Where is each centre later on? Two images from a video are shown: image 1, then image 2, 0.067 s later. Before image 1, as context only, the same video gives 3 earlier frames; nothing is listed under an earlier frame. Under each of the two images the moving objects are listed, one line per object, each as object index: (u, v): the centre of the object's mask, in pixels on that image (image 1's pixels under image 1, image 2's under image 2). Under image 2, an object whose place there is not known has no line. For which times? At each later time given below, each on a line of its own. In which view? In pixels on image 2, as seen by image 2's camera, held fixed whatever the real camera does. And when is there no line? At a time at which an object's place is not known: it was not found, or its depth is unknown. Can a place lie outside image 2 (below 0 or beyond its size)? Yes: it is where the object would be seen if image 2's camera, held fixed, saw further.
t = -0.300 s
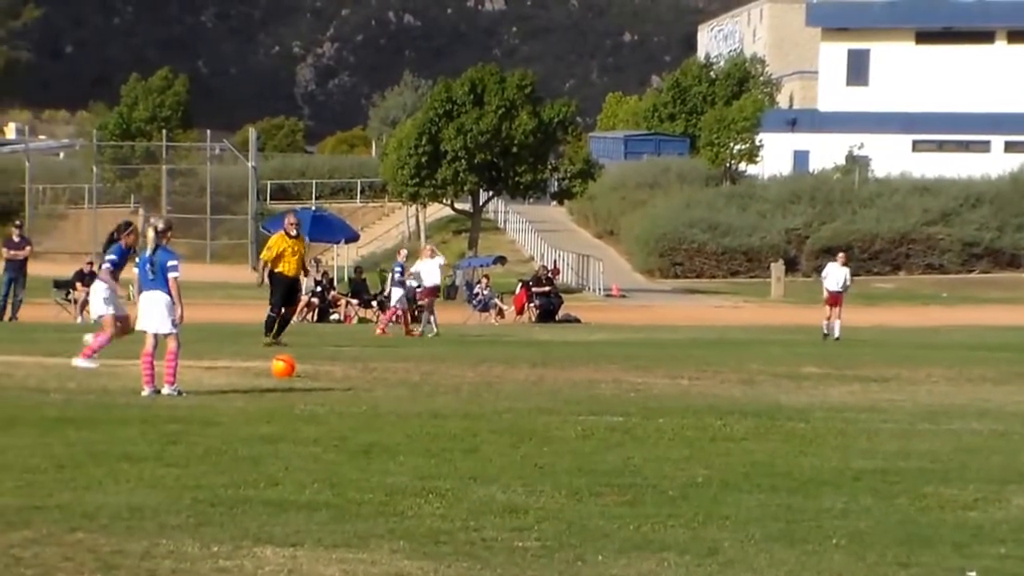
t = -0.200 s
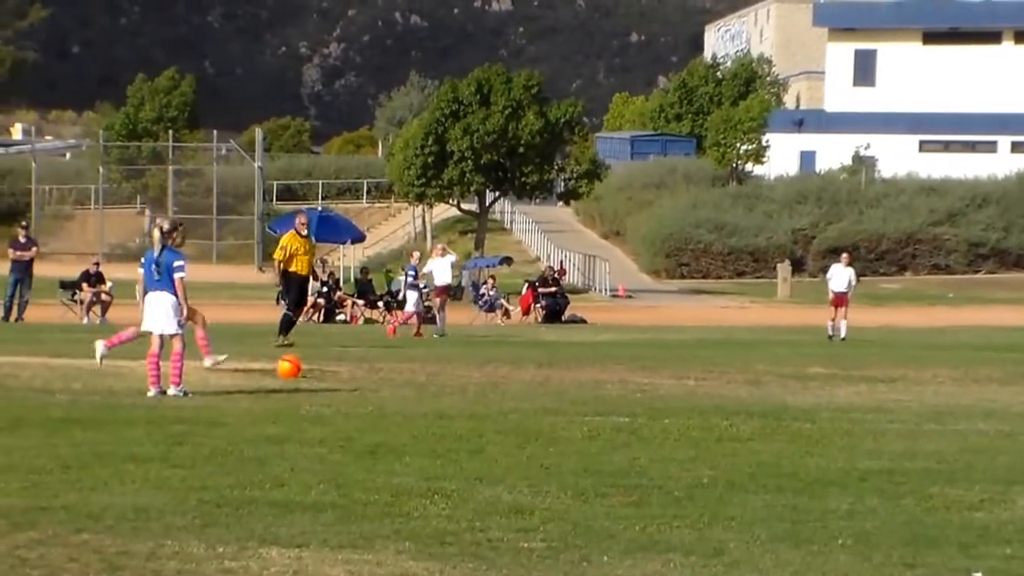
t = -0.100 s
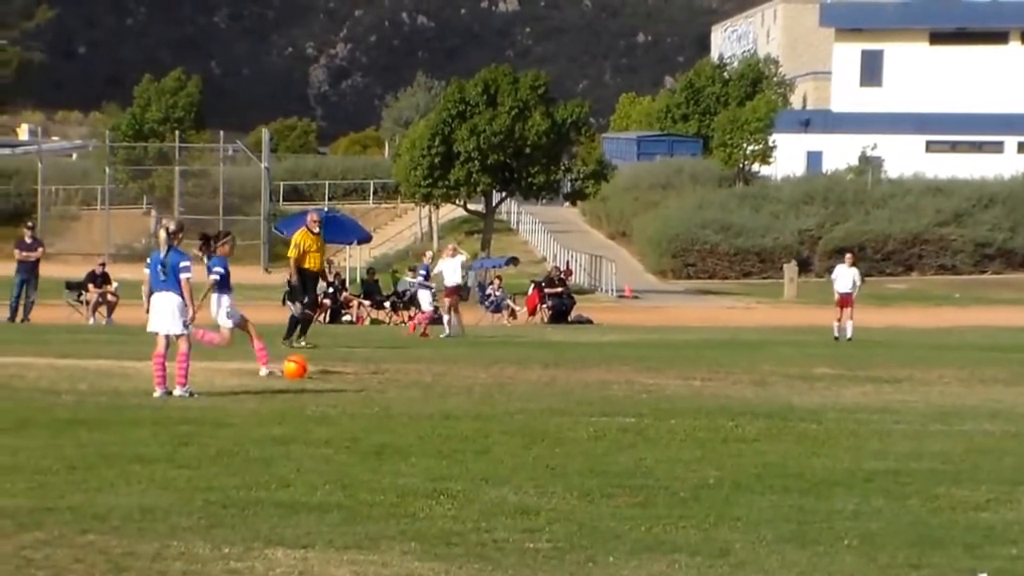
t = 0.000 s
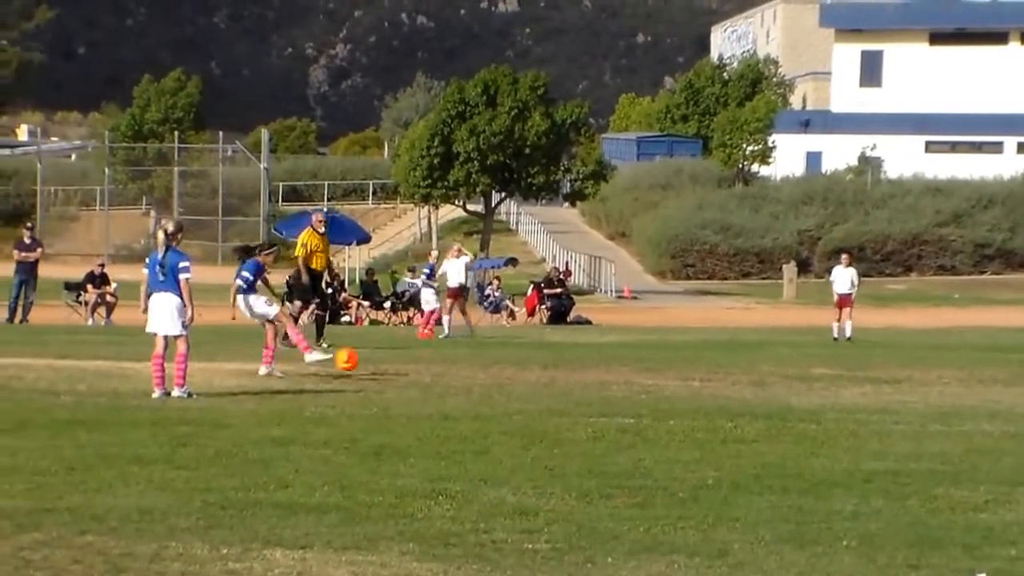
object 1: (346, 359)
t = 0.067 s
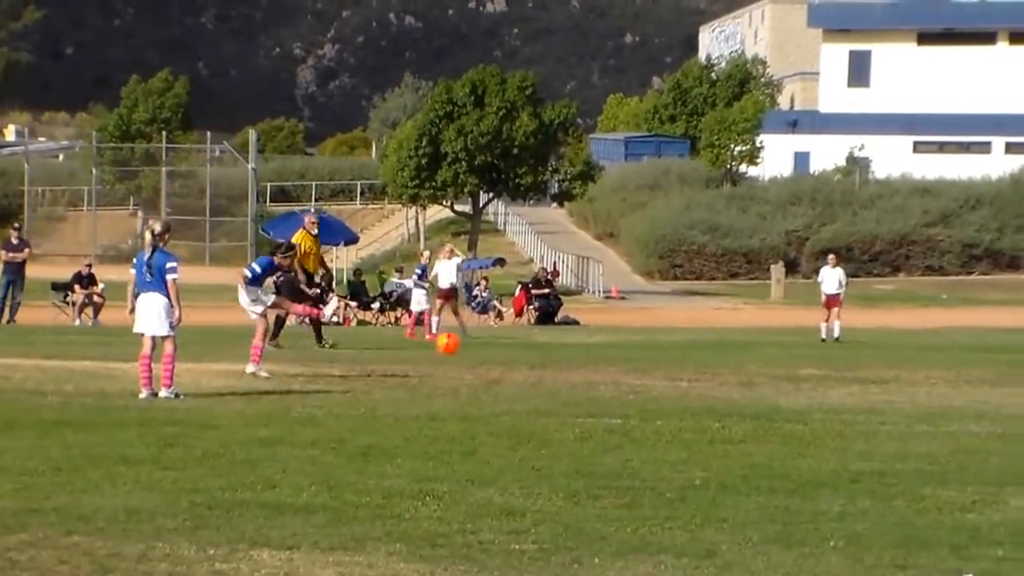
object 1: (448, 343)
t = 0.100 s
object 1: (499, 336)
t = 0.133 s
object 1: (548, 331)
